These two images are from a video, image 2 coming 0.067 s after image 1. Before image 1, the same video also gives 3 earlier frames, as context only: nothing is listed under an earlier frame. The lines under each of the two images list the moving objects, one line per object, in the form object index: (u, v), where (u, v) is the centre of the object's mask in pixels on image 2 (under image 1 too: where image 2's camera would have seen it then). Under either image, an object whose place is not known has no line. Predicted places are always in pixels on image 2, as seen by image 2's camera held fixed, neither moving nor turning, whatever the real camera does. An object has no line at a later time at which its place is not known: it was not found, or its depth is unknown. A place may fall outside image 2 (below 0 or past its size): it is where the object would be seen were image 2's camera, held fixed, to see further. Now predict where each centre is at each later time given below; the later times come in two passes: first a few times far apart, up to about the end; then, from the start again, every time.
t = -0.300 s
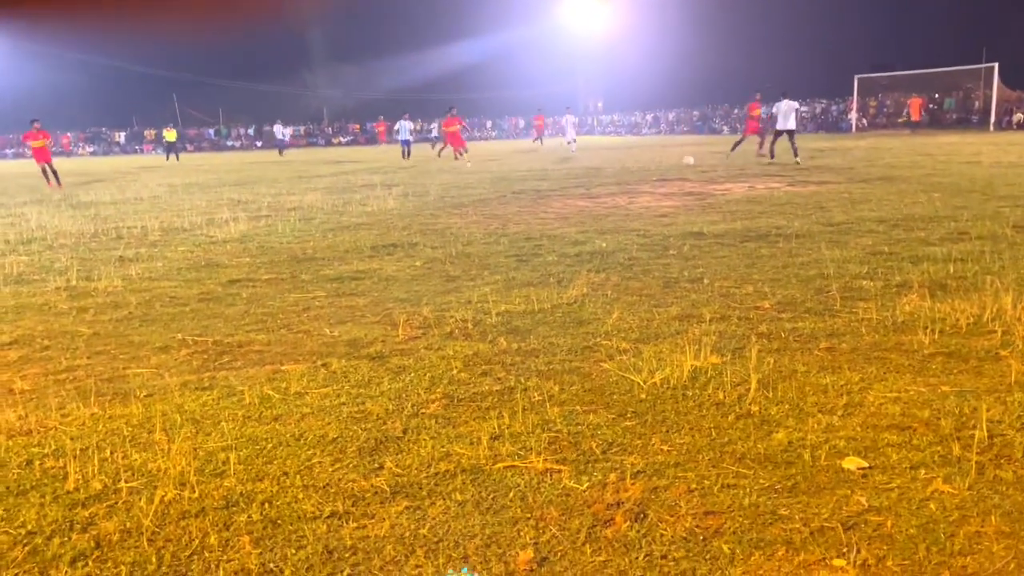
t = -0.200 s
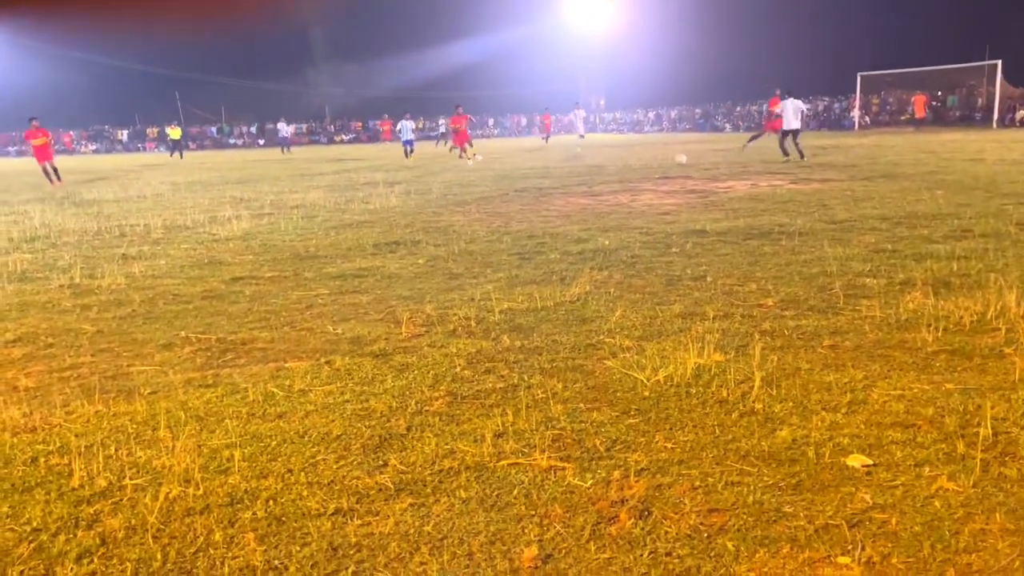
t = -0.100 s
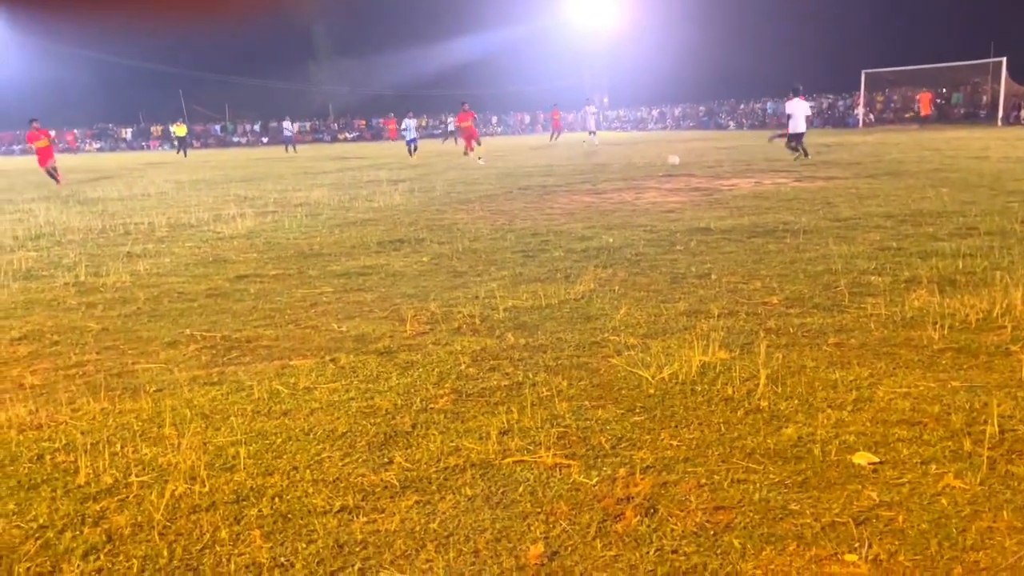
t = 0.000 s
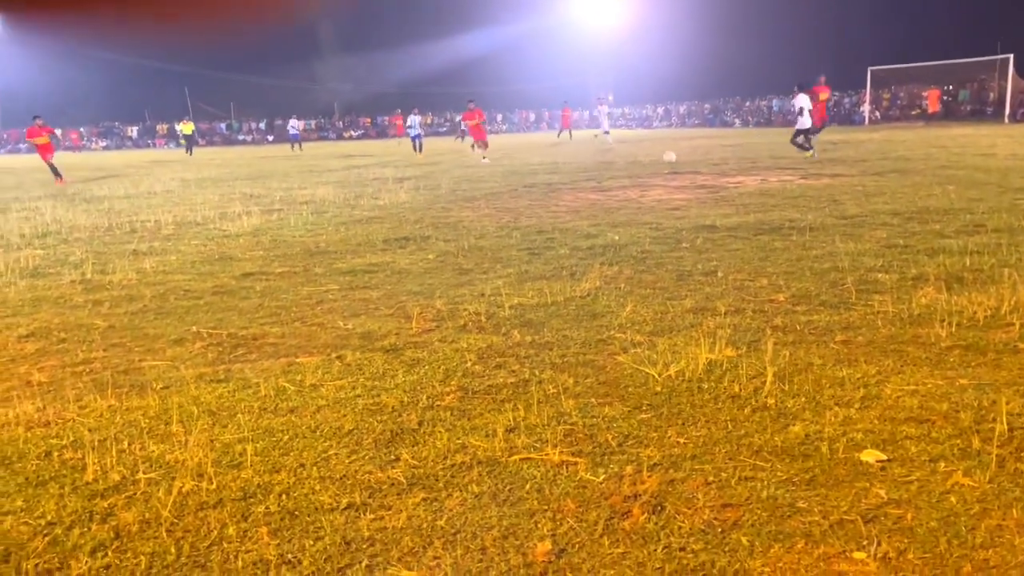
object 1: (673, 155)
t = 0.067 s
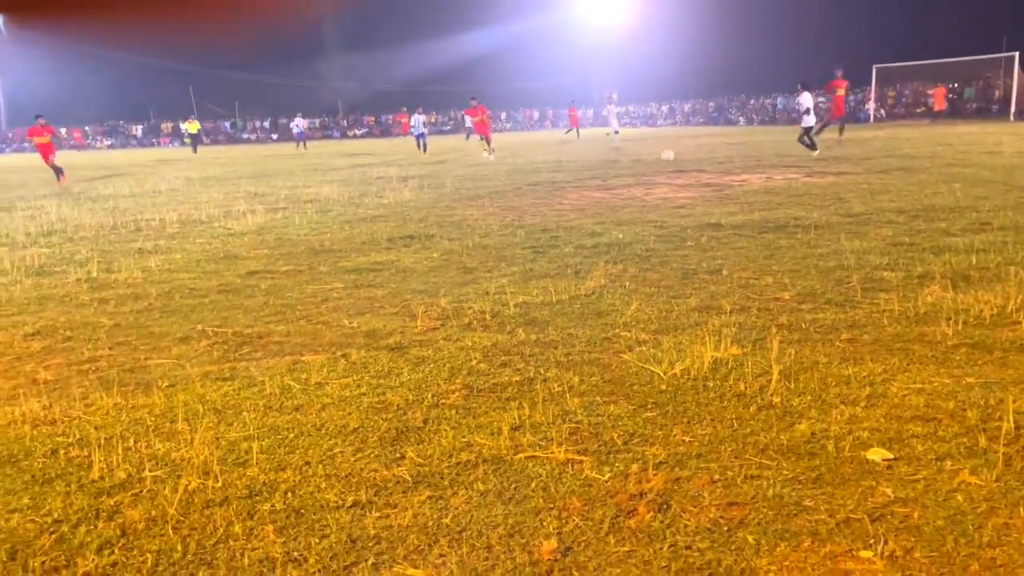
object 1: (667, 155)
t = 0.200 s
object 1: (654, 163)
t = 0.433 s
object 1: (628, 169)
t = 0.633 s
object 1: (600, 170)
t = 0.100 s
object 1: (665, 156)
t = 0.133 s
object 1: (661, 158)
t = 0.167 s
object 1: (658, 161)
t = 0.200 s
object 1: (654, 163)
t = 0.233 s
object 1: (651, 163)
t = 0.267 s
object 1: (648, 162)
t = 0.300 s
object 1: (644, 162)
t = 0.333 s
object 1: (640, 163)
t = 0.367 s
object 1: (636, 163)
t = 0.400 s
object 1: (632, 165)
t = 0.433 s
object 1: (628, 169)
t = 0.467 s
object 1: (624, 172)
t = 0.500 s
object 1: (619, 172)
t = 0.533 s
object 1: (614, 171)
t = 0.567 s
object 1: (610, 170)
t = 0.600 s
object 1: (605, 169)
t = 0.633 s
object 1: (600, 170)
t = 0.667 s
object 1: (594, 172)
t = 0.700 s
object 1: (589, 175)
